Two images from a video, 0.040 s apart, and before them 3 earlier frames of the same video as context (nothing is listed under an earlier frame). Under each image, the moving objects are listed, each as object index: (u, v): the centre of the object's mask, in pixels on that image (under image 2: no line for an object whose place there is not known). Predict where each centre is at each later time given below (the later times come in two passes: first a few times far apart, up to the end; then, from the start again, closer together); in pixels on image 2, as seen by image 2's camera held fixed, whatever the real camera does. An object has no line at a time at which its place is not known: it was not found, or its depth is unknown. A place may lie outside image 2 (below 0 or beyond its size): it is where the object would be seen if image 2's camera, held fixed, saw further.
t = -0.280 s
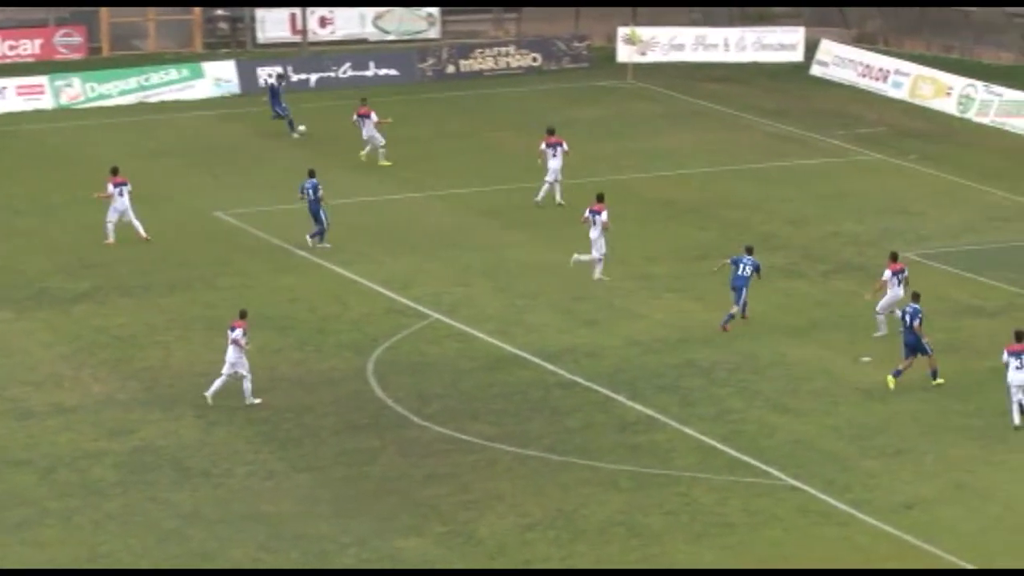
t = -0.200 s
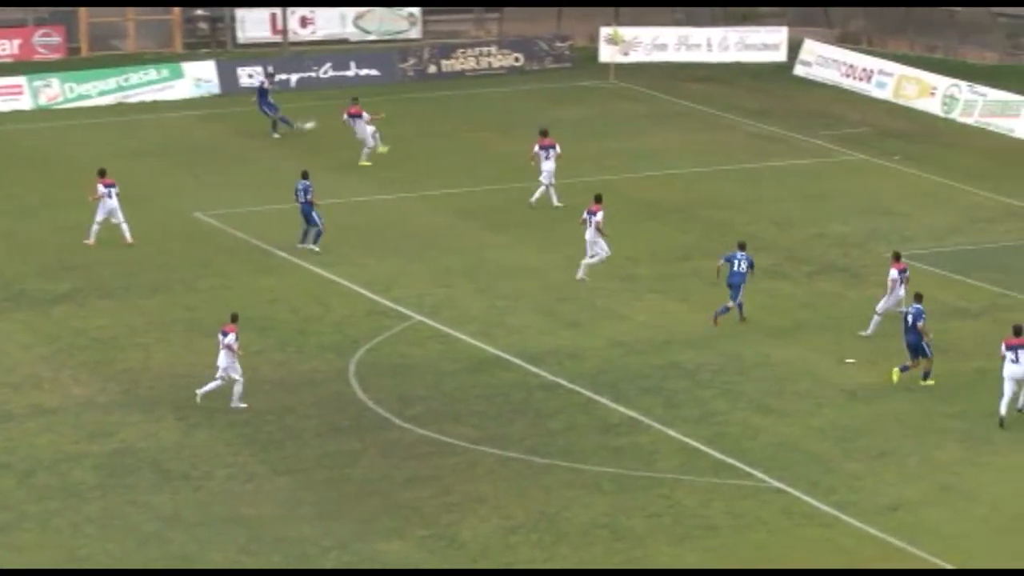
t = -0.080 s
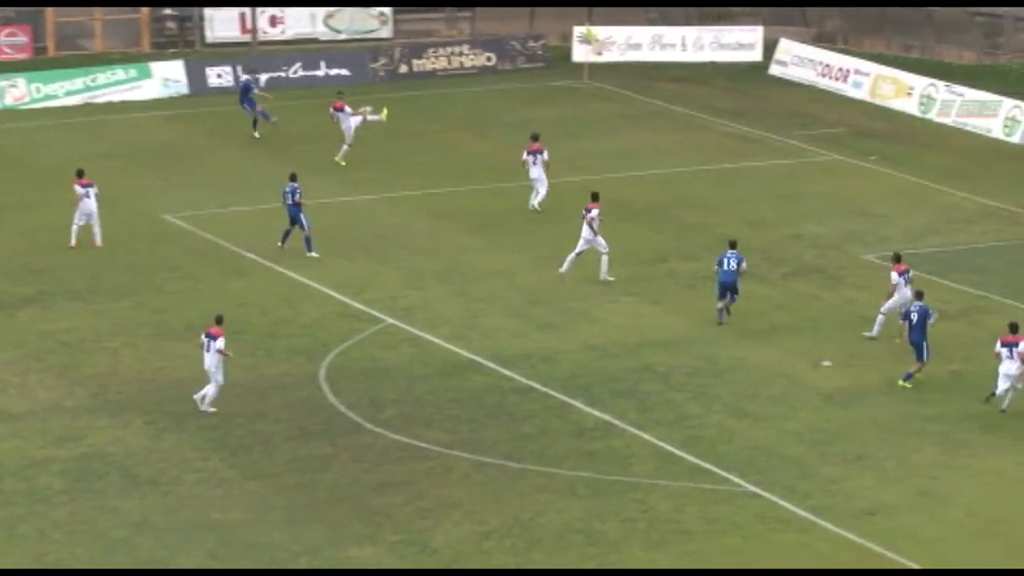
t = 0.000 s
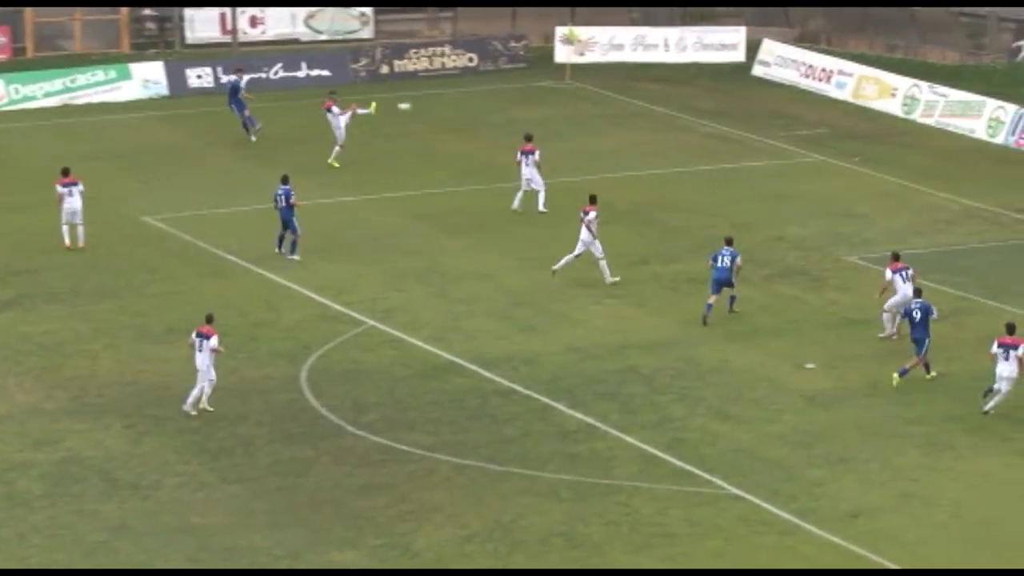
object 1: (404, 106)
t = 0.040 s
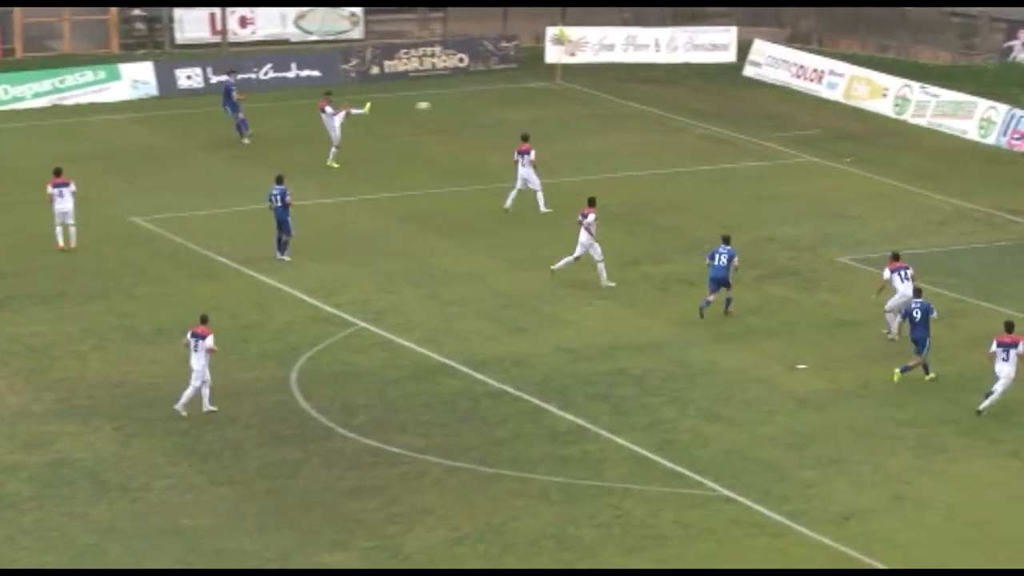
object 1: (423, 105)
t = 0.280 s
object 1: (588, 118)
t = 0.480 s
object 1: (725, 156)
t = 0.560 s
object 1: (778, 180)
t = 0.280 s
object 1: (588, 118)
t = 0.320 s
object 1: (615, 124)
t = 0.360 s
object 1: (642, 130)
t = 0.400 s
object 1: (670, 138)
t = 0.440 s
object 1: (698, 147)
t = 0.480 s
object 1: (725, 156)
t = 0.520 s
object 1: (751, 167)
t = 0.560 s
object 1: (778, 180)
